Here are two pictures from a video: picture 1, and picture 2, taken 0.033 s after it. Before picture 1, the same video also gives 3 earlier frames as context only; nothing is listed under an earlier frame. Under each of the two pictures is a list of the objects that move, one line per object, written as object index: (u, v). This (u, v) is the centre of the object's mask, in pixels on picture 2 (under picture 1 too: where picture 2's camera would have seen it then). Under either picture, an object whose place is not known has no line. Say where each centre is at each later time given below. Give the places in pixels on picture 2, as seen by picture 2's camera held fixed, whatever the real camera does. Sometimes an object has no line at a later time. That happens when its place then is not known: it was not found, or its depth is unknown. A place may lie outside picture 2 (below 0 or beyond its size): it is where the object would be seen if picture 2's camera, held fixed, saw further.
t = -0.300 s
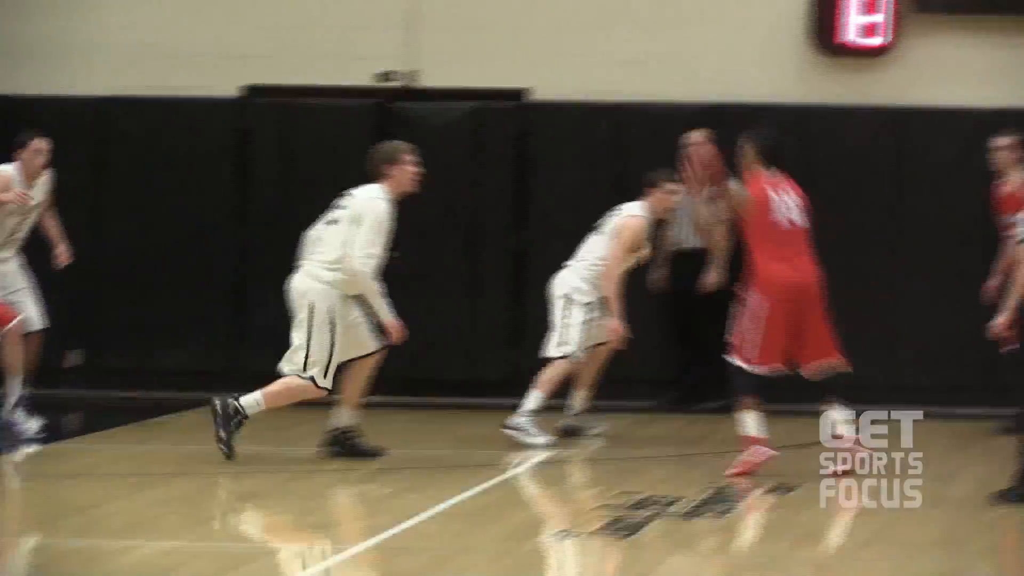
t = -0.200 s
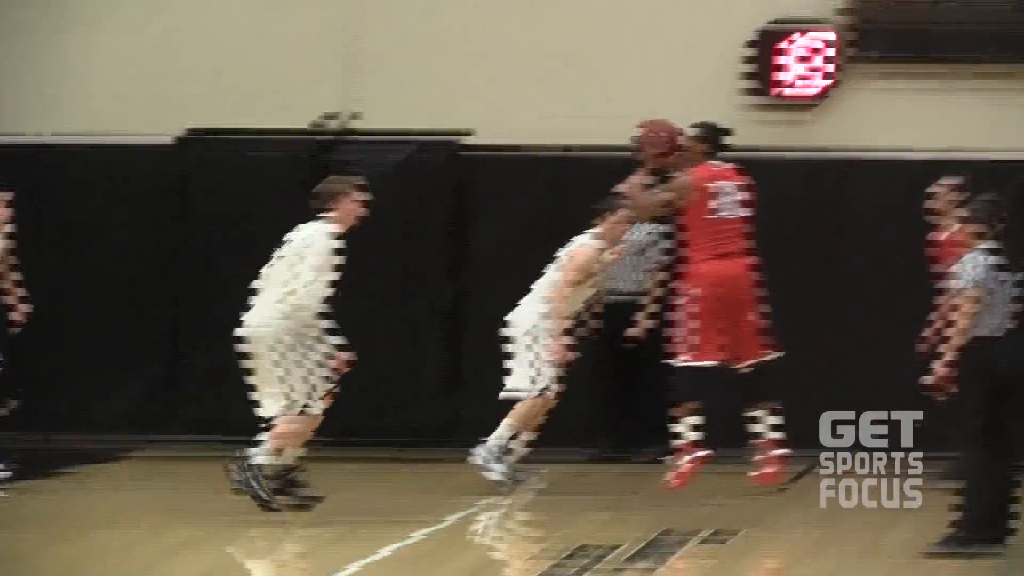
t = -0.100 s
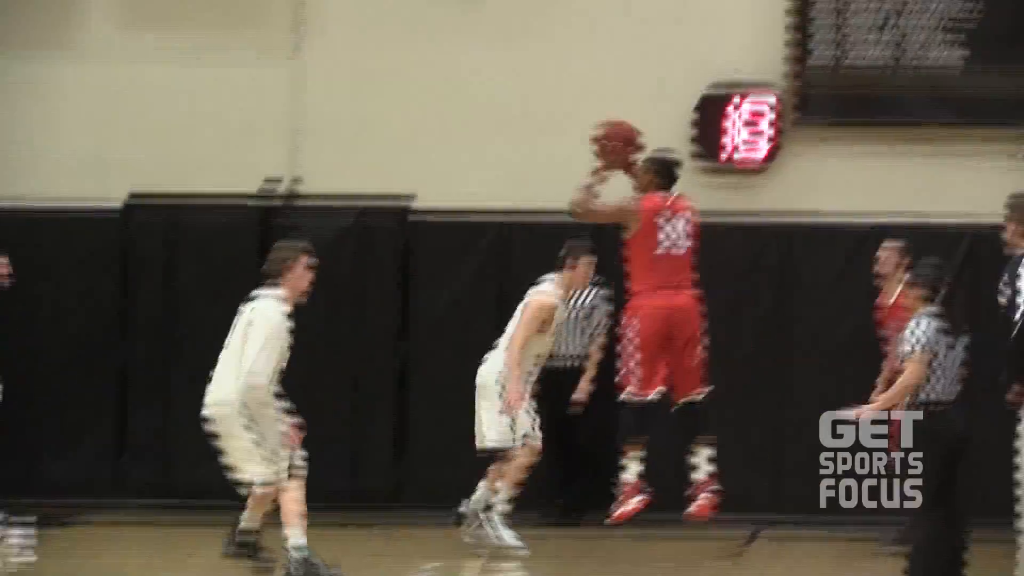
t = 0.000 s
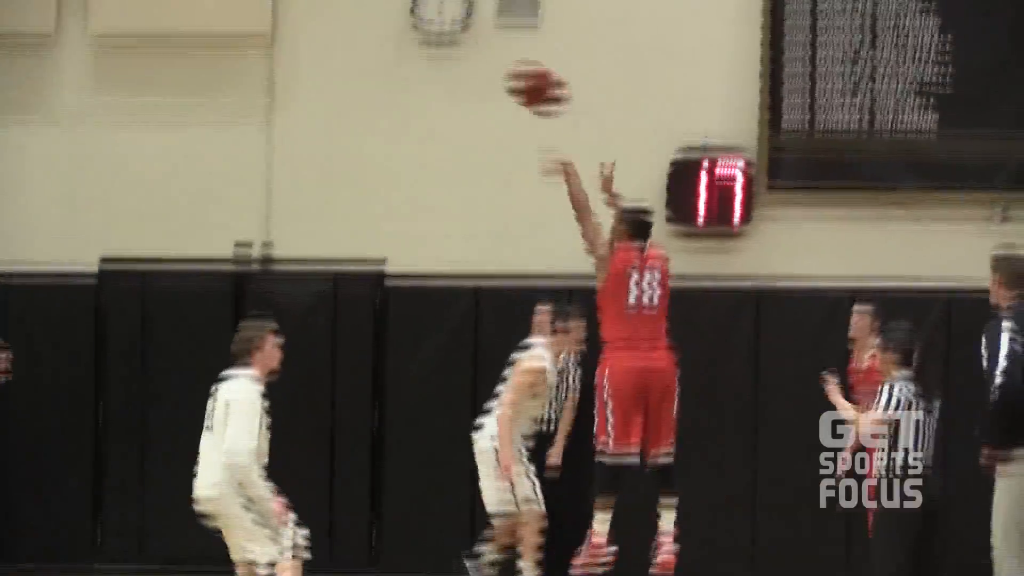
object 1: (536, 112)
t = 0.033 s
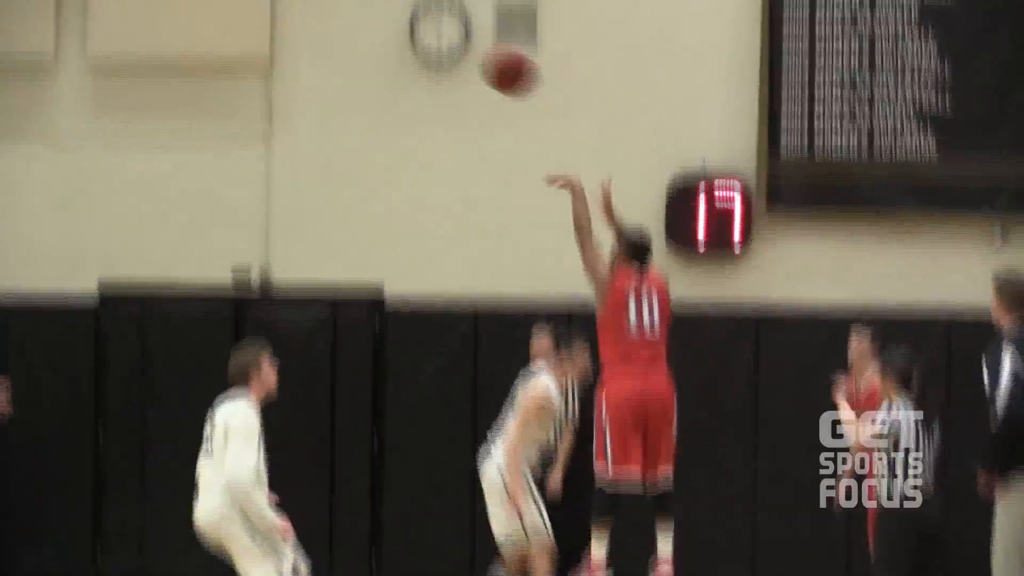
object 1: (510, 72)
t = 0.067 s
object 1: (484, 33)
